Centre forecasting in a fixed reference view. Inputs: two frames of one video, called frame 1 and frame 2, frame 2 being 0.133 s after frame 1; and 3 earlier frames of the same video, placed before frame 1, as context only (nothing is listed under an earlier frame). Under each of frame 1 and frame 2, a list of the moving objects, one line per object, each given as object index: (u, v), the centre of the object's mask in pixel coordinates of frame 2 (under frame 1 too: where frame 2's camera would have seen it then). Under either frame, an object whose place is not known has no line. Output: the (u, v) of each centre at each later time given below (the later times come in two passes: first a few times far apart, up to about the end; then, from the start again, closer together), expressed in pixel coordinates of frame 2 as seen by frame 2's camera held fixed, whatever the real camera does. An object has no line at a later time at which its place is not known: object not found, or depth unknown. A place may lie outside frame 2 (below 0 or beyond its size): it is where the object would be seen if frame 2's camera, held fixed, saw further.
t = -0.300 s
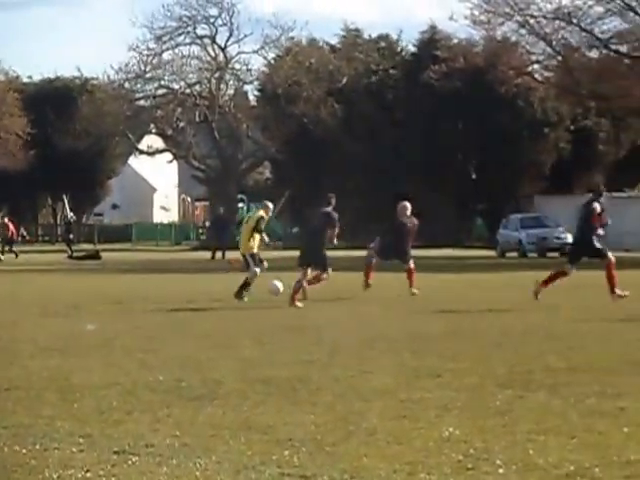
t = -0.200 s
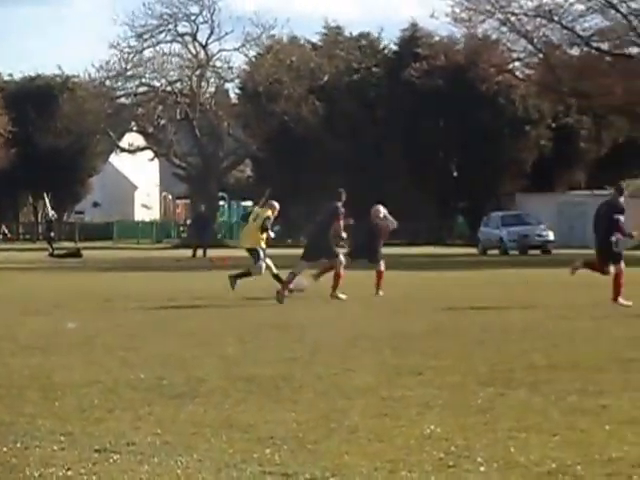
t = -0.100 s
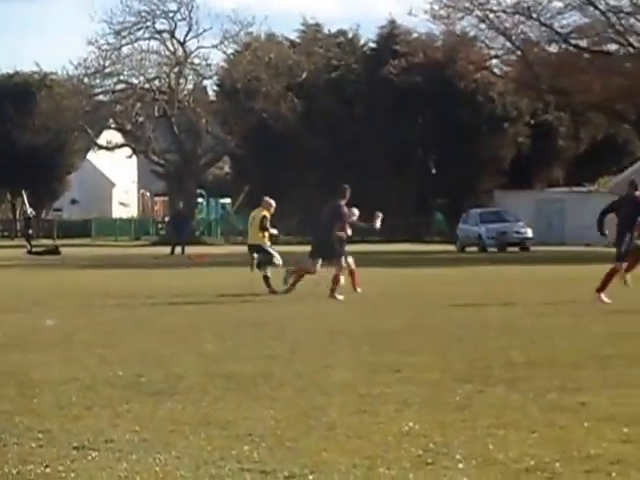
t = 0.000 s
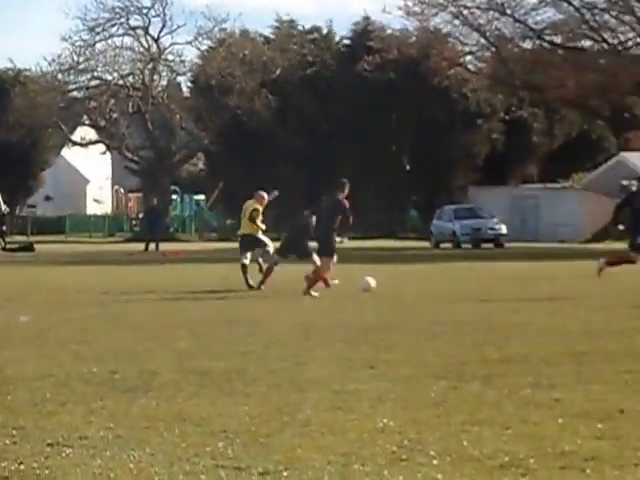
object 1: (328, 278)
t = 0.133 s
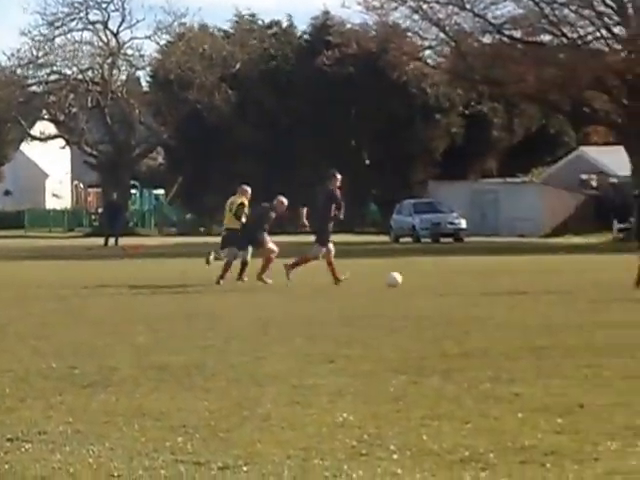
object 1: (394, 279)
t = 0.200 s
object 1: (425, 281)
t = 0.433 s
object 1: (523, 282)
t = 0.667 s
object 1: (614, 283)
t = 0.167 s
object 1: (410, 281)
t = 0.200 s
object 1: (425, 281)
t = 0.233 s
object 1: (439, 278)
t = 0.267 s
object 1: (454, 279)
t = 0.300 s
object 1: (467, 278)
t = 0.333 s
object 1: (482, 279)
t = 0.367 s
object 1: (496, 280)
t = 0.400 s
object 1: (509, 282)
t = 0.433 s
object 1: (523, 282)
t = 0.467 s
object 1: (536, 280)
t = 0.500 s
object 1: (549, 278)
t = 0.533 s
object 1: (563, 277)
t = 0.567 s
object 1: (575, 277)
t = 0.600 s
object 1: (588, 278)
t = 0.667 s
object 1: (614, 283)
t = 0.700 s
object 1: (627, 285)
